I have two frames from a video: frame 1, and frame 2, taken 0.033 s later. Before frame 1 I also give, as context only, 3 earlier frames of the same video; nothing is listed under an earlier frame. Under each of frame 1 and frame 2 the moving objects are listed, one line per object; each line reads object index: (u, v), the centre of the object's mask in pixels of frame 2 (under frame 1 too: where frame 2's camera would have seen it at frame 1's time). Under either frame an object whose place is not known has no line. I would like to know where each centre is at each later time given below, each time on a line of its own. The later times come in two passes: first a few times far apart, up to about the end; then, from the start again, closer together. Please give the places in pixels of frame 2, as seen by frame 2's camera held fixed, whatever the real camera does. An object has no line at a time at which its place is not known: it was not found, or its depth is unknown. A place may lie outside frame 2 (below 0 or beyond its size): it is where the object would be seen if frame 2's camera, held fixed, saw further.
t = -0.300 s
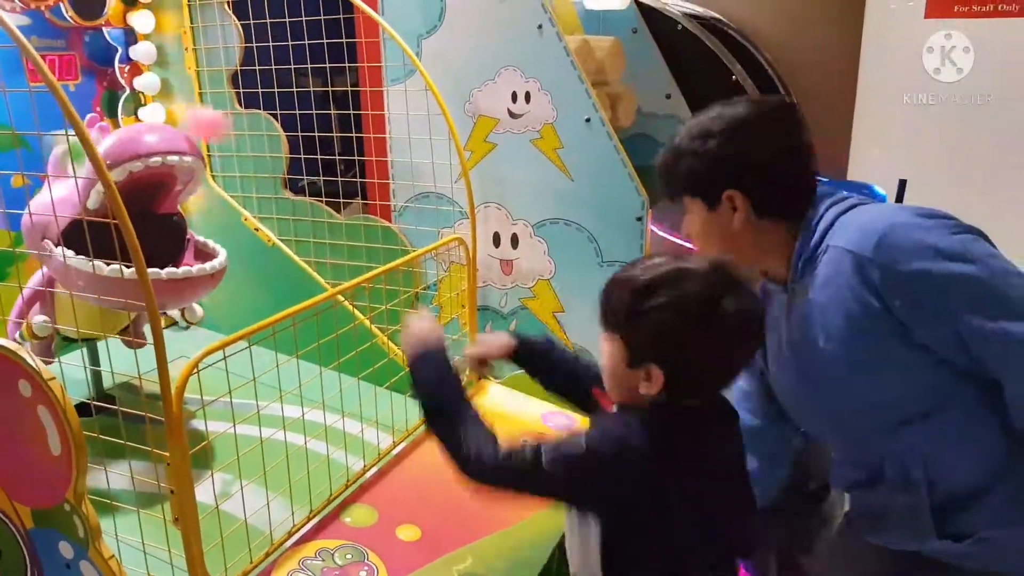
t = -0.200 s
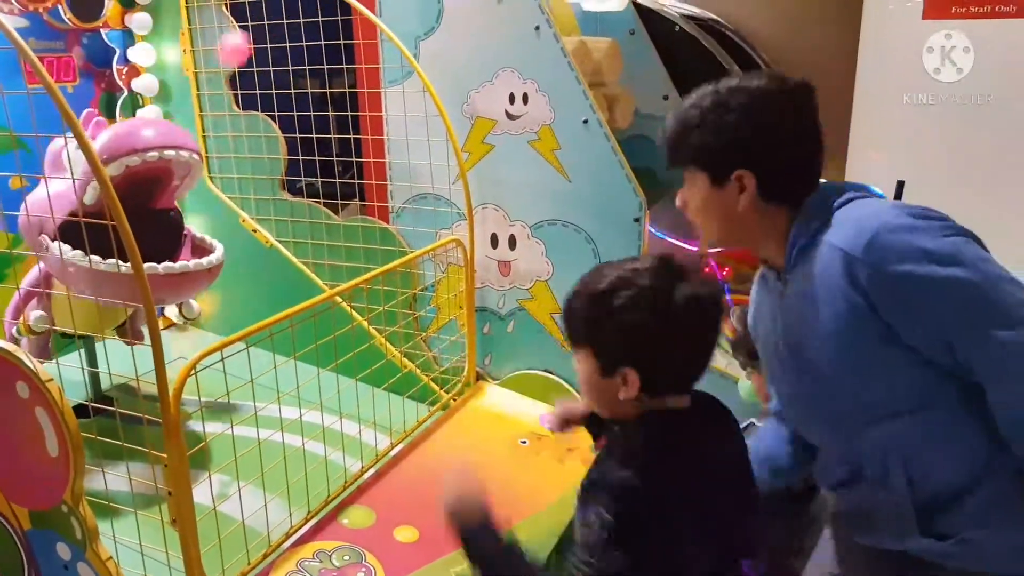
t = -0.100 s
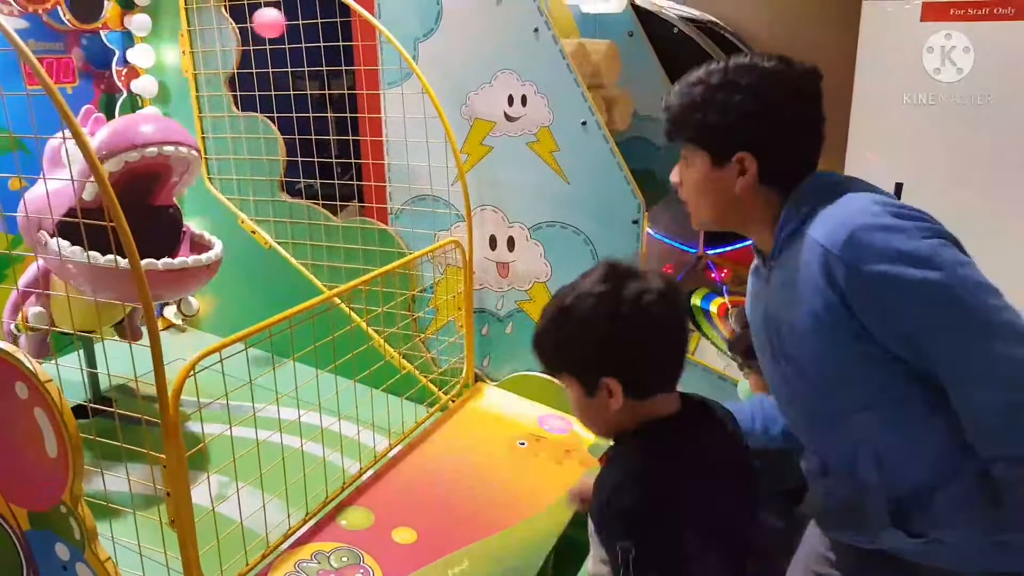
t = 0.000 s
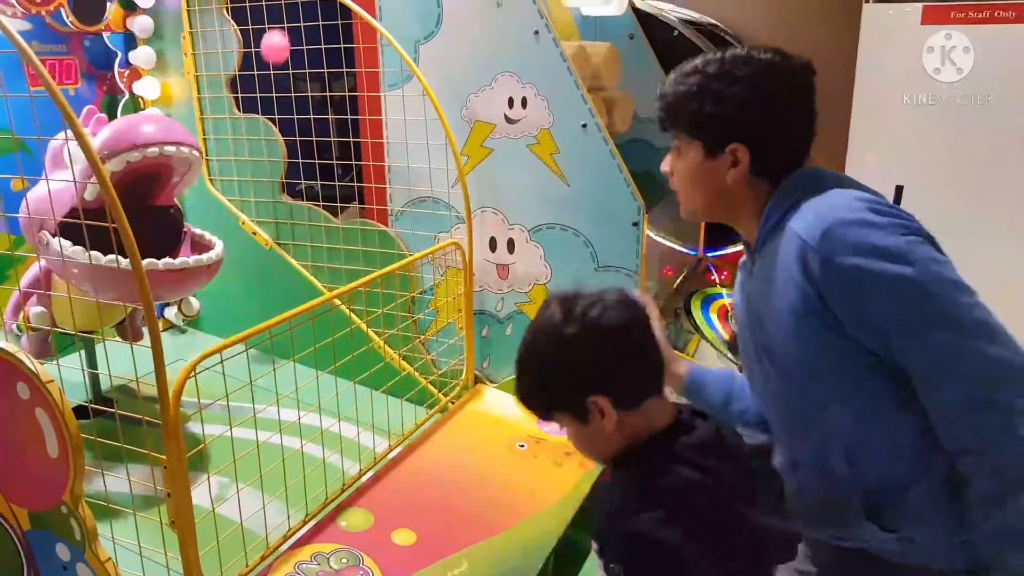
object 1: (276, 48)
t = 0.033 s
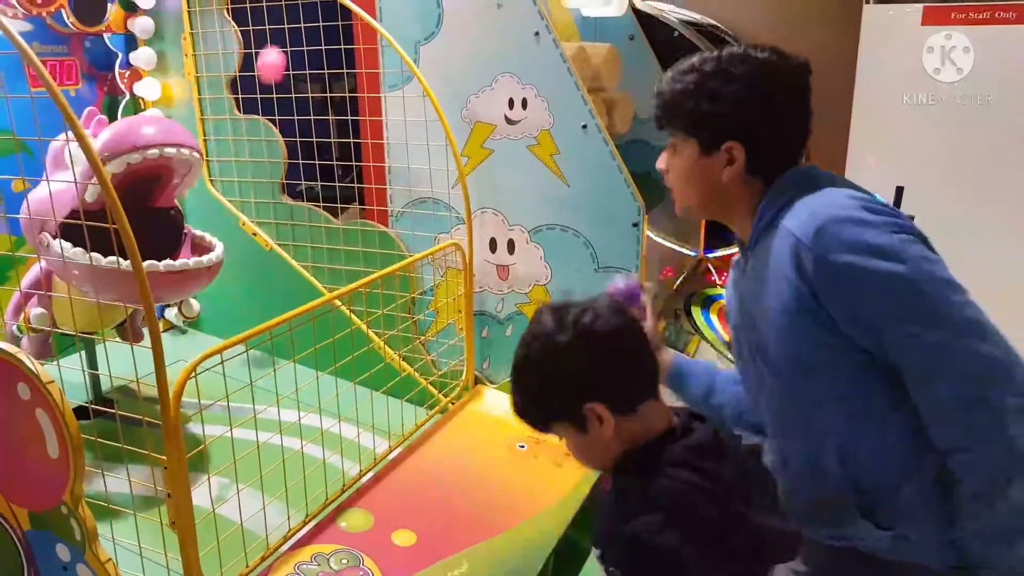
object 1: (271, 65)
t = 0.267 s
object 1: (260, 302)
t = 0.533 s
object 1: (261, 272)
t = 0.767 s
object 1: (278, 328)
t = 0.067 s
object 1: (267, 87)
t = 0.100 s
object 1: (265, 113)
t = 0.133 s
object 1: (262, 143)
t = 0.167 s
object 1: (261, 178)
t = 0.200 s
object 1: (261, 216)
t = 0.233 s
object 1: (260, 260)
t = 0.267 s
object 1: (260, 302)
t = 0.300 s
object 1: (262, 352)
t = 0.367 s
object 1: (262, 349)
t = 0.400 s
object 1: (261, 324)
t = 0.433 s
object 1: (261, 307)
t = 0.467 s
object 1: (261, 292)
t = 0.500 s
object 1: (261, 280)
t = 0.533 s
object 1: (261, 272)
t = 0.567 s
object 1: (262, 268)
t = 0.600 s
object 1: (263, 268)
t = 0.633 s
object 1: (265, 273)
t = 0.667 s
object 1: (268, 281)
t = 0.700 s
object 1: (271, 293)
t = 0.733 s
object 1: (273, 306)
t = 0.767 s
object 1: (278, 328)
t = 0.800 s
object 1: (282, 349)
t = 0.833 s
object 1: (286, 377)
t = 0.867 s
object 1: (288, 361)
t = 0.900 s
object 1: (290, 352)
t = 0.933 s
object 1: (293, 348)
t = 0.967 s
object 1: (296, 346)
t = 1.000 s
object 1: (300, 348)
